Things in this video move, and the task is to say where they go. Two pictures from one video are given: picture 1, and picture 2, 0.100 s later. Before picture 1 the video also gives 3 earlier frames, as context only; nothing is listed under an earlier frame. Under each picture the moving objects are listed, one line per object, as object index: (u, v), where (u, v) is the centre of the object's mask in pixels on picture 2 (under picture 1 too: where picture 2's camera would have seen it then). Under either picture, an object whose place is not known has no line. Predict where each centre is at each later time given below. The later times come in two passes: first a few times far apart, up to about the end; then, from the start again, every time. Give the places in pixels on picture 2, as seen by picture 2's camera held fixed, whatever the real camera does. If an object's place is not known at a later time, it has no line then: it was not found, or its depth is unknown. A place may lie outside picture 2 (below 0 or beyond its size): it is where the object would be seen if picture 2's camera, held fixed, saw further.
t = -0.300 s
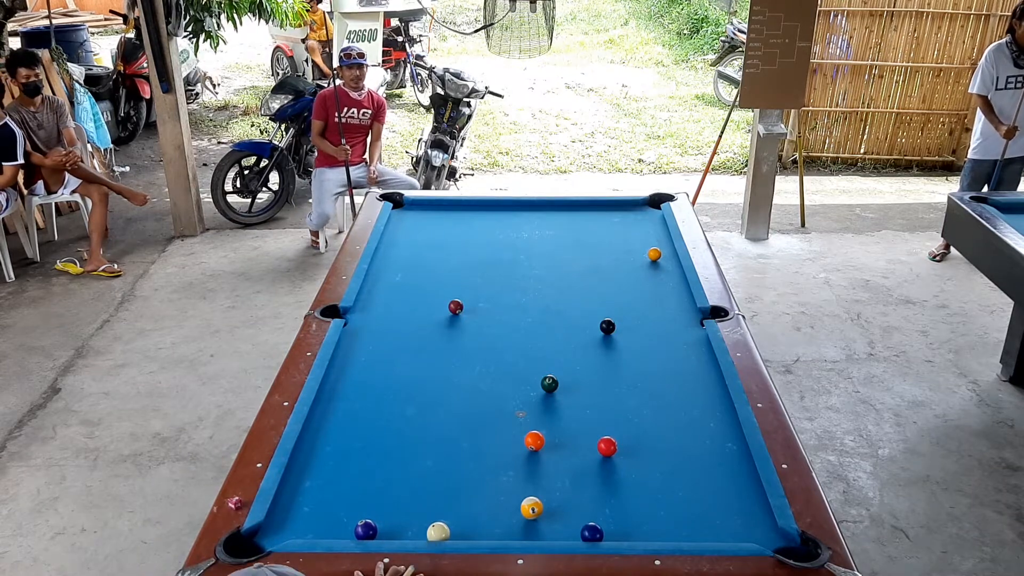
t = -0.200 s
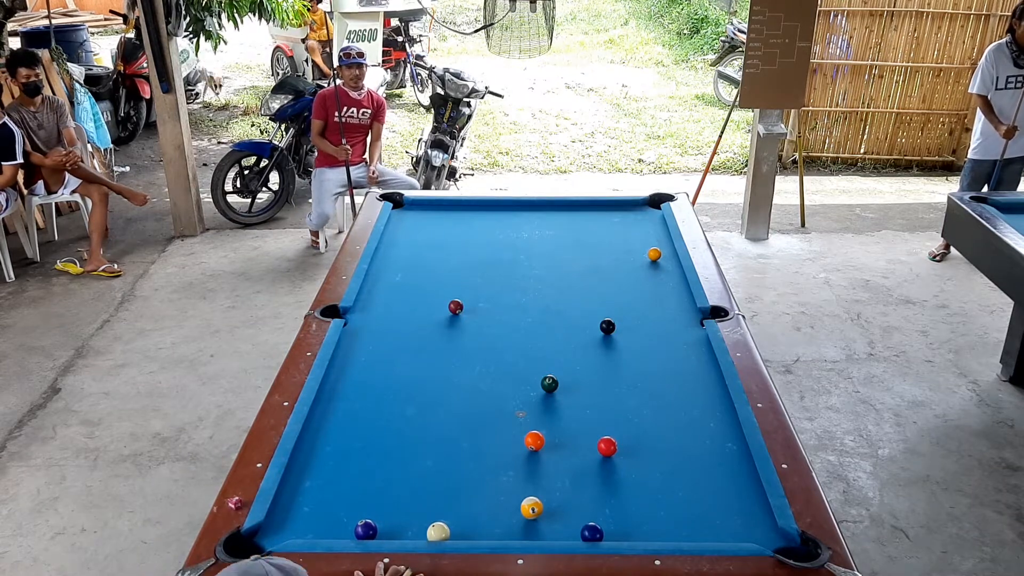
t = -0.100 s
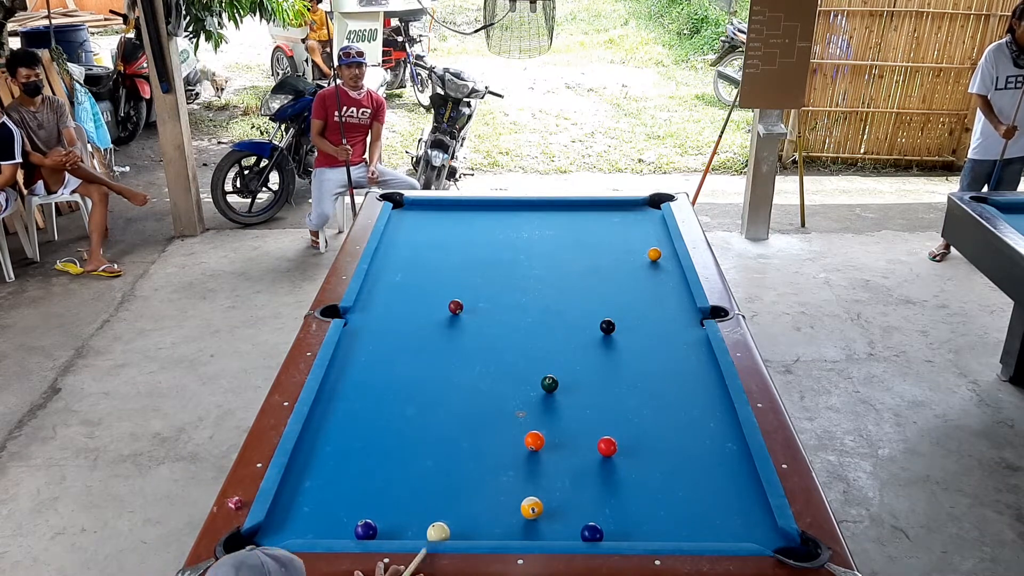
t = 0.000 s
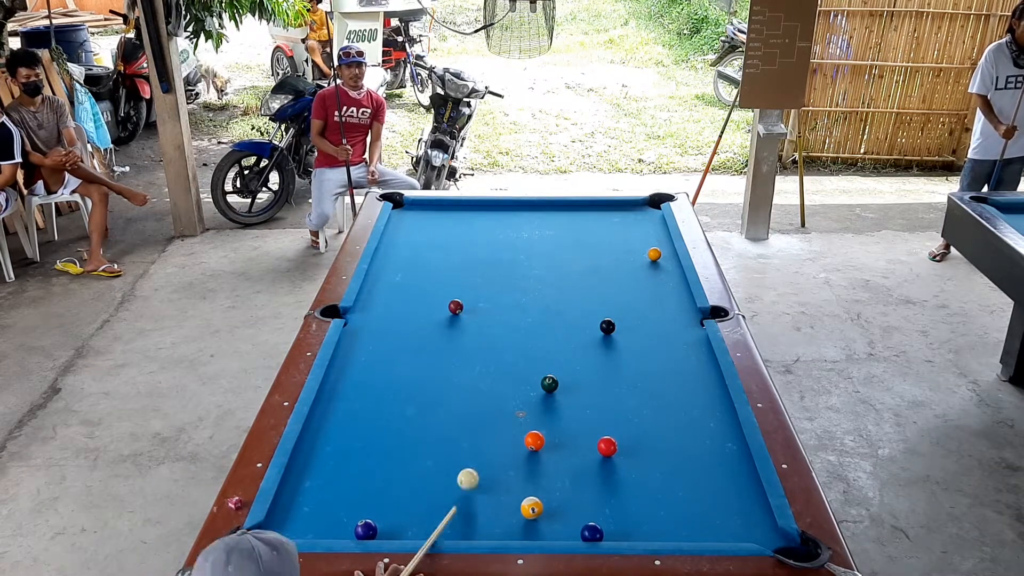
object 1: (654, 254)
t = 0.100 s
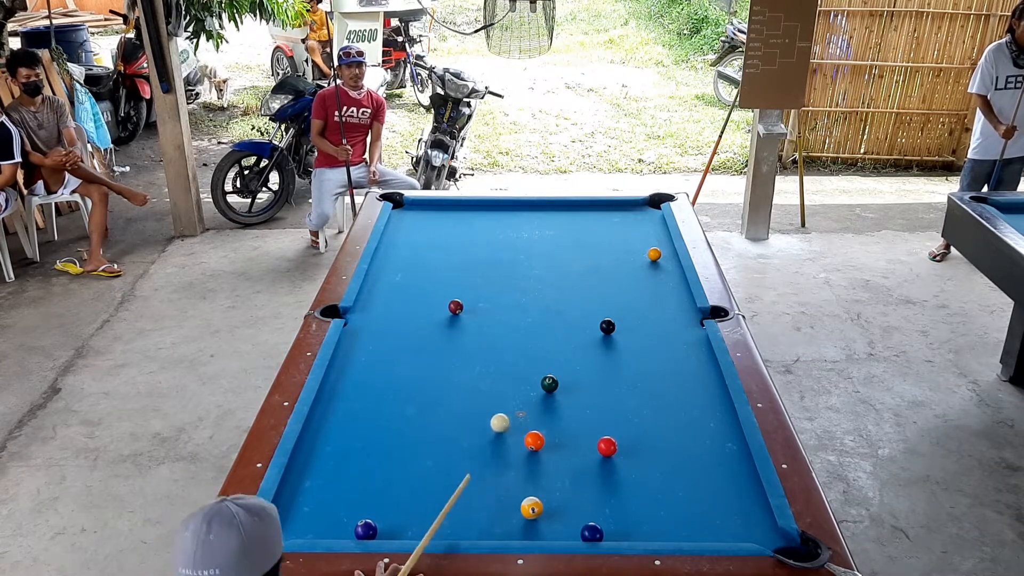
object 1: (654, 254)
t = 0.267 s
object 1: (654, 254)
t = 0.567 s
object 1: (654, 254)
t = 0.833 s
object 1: (654, 254)
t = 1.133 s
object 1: (654, 254)
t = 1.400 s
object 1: (645, 257)
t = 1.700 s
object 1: (618, 266)
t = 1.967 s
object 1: (596, 274)
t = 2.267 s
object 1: (571, 283)
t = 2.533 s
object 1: (549, 291)
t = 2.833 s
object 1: (525, 300)
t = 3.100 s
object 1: (505, 308)
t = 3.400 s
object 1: (482, 316)
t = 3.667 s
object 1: (463, 324)
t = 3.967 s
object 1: (443, 332)
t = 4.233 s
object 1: (427, 339)
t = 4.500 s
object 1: (411, 345)
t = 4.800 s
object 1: (392, 352)
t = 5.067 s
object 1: (383, 357)
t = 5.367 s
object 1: (372, 363)
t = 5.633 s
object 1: (362, 368)
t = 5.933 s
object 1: (354, 372)
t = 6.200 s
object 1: (348, 374)
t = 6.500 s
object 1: (343, 377)
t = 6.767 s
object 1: (340, 379)
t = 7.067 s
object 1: (337, 382)
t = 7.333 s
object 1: (336, 383)
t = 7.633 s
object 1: (336, 383)
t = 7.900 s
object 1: (336, 383)
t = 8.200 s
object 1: (336, 383)
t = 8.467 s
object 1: (336, 383)
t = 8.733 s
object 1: (336, 383)
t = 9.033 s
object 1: (336, 383)
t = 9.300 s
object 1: (336, 383)
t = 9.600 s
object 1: (336, 383)
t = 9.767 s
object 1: (339, 383)
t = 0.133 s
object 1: (654, 254)
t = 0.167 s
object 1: (654, 254)
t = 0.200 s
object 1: (654, 254)
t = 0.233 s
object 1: (654, 254)
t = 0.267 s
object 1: (654, 254)
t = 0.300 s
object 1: (654, 254)
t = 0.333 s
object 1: (654, 254)
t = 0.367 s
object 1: (654, 254)
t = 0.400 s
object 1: (654, 254)
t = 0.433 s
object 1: (654, 254)
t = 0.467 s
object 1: (654, 254)
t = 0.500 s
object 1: (654, 254)
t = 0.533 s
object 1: (654, 254)
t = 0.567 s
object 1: (654, 254)
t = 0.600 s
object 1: (654, 254)
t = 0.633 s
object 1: (654, 254)
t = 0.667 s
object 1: (654, 254)
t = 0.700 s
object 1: (654, 254)
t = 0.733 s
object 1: (654, 254)
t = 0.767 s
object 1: (654, 254)
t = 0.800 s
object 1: (654, 254)
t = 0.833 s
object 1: (654, 254)
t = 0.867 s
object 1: (654, 254)
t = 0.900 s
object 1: (654, 254)
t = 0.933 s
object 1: (654, 254)
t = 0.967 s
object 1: (654, 254)
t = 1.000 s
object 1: (654, 254)
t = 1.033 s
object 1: (654, 254)
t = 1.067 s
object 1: (654, 254)
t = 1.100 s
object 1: (654, 254)
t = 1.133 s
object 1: (654, 254)
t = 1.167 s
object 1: (654, 254)
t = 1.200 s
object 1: (654, 254)
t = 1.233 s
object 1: (654, 254)
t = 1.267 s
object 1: (654, 254)
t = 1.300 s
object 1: (653, 254)
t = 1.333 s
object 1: (651, 255)
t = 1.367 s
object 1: (648, 256)
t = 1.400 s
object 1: (645, 257)
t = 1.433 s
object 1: (641, 258)
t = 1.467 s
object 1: (639, 259)
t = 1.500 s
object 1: (636, 260)
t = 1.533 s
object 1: (633, 261)
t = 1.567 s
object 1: (630, 262)
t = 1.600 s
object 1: (627, 263)
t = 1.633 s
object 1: (624, 264)
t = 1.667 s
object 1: (622, 265)
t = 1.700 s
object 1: (618, 266)
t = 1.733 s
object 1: (616, 267)
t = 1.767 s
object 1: (613, 268)
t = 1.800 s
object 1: (610, 269)
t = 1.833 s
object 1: (607, 270)
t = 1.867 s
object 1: (604, 271)
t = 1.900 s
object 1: (602, 272)
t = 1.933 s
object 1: (599, 273)
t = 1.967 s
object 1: (596, 274)
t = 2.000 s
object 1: (593, 275)
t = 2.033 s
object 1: (590, 276)
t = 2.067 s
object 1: (588, 277)
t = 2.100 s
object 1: (585, 278)
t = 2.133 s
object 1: (582, 279)
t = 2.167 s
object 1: (579, 280)
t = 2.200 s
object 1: (577, 281)
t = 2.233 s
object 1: (574, 282)
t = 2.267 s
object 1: (571, 283)
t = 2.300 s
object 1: (568, 284)
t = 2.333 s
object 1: (565, 285)
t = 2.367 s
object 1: (563, 286)
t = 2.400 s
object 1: (560, 287)
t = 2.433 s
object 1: (557, 288)
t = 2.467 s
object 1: (555, 289)
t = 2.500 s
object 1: (552, 290)
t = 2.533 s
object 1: (549, 291)
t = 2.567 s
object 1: (546, 292)
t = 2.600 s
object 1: (544, 293)
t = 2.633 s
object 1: (541, 294)
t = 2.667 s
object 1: (538, 295)
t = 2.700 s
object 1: (536, 296)
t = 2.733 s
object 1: (533, 297)
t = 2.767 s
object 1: (530, 298)
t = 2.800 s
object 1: (528, 299)
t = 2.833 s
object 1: (525, 300)
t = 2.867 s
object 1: (523, 301)
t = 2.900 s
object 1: (520, 302)
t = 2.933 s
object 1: (517, 303)
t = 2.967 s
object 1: (515, 304)
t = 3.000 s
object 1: (512, 305)
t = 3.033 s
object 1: (510, 306)
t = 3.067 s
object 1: (507, 307)
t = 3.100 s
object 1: (505, 308)
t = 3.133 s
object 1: (502, 309)
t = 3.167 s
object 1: (500, 310)
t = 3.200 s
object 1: (497, 311)
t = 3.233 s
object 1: (495, 312)
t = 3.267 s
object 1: (492, 313)
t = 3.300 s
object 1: (490, 314)
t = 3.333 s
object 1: (487, 315)
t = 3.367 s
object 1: (485, 316)
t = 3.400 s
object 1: (482, 316)
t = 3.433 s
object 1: (480, 317)
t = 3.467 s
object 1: (477, 318)
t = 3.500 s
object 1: (475, 320)
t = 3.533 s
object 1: (473, 320)
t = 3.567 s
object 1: (470, 321)
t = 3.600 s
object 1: (468, 322)
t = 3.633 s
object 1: (466, 323)
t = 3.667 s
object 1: (463, 324)
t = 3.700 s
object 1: (461, 325)
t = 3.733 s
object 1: (459, 326)
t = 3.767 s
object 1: (456, 327)
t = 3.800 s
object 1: (454, 328)
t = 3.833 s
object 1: (452, 329)
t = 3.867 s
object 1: (450, 330)
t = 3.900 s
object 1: (448, 330)
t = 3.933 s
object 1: (445, 331)
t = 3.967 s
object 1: (443, 332)
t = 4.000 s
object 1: (441, 333)
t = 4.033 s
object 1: (439, 334)
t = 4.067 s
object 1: (437, 334)
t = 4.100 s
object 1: (435, 335)
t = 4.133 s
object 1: (433, 336)
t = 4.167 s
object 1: (431, 337)
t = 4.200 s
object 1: (429, 338)
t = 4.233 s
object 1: (427, 339)
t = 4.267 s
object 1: (425, 339)
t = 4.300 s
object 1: (423, 340)
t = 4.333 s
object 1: (421, 341)
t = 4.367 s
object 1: (419, 342)
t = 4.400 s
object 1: (417, 343)
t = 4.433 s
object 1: (415, 344)
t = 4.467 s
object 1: (413, 344)
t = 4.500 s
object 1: (411, 345)
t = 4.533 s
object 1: (410, 346)
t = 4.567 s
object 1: (410, 347)
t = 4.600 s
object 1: (410, 347)
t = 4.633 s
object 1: (410, 348)
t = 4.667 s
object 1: (397, 349)
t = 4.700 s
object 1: (396, 350)
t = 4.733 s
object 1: (394, 350)
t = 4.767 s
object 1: (393, 351)
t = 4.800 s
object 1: (392, 352)
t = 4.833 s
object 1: (390, 352)
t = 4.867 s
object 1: (389, 353)
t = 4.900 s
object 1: (388, 354)
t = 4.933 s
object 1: (387, 355)
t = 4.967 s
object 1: (386, 355)
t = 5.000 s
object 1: (386, 356)
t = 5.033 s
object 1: (384, 357)
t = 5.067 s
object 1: (383, 357)
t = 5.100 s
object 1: (382, 358)
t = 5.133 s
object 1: (381, 359)
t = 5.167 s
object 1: (379, 359)
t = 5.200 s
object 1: (378, 360)
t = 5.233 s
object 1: (377, 361)
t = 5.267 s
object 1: (375, 361)
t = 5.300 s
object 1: (374, 362)
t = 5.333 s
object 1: (373, 363)
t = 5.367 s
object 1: (372, 363)
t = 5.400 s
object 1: (370, 364)
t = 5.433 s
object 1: (369, 364)
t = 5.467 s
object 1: (368, 365)
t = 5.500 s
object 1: (366, 365)
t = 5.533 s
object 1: (365, 366)
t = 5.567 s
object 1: (364, 366)
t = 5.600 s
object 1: (363, 367)
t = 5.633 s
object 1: (362, 368)
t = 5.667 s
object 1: (361, 368)
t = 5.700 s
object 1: (360, 368)
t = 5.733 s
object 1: (359, 369)
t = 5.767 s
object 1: (358, 369)
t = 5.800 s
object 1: (357, 370)
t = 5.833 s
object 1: (356, 370)
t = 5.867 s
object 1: (355, 370)
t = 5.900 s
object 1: (355, 371)
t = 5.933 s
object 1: (354, 372)
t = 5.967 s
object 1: (353, 372)
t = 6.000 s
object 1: (352, 372)
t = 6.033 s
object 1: (351, 373)
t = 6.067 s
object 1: (350, 373)
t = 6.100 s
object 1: (350, 373)
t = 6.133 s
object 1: (349, 374)
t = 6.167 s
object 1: (348, 374)
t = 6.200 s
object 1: (348, 374)
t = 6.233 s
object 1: (347, 375)
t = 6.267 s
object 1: (346, 375)
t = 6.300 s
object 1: (346, 375)
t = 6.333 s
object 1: (345, 376)
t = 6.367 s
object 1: (345, 376)
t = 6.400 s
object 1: (344, 376)
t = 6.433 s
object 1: (344, 376)
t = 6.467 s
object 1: (343, 377)
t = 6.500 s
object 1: (343, 377)
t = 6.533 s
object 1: (342, 377)
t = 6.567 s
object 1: (342, 377)
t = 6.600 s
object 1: (341, 378)
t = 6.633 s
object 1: (341, 378)
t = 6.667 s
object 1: (341, 379)
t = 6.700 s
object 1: (340, 379)
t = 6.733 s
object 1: (340, 379)
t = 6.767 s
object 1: (340, 379)
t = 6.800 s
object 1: (339, 380)
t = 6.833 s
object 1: (339, 380)
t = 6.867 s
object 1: (339, 380)
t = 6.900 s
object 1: (338, 381)
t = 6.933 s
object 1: (338, 381)
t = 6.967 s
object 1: (338, 381)
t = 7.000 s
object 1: (337, 381)
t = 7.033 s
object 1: (337, 381)
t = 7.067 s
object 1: (337, 382)
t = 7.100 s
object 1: (337, 382)
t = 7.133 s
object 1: (337, 382)
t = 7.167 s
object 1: (337, 382)
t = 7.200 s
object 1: (337, 382)
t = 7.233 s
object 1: (336, 382)
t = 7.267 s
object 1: (336, 382)
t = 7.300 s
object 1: (336, 383)
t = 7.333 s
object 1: (336, 383)
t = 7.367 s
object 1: (336, 383)
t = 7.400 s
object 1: (336, 383)
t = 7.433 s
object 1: (336, 383)
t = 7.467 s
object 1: (336, 383)
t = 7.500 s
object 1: (336, 383)
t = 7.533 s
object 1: (336, 383)
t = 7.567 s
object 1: (336, 383)
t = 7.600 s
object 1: (336, 383)
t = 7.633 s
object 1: (336, 383)
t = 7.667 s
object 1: (336, 383)
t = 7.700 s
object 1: (336, 383)
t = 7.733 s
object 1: (336, 383)
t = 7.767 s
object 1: (336, 383)
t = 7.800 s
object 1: (336, 383)
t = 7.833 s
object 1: (336, 383)
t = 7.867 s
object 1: (336, 383)
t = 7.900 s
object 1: (336, 383)
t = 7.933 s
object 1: (336, 383)
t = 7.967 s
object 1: (336, 383)
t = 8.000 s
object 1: (336, 383)
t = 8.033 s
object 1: (336, 383)
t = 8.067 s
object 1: (336, 383)
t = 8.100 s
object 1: (336, 383)
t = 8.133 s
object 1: (336, 383)
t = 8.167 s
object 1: (336, 383)
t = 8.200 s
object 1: (336, 383)
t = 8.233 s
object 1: (336, 383)
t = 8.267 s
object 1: (336, 383)
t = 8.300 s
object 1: (336, 383)
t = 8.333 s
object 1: (336, 383)
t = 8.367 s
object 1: (336, 383)
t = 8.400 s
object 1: (336, 383)
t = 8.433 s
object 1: (336, 383)
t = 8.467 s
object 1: (336, 383)
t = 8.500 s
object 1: (336, 383)
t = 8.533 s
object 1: (336, 383)
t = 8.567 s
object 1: (336, 383)
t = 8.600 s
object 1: (336, 383)
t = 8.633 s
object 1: (336, 383)
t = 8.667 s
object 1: (336, 383)
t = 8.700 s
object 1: (336, 383)
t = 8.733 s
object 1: (336, 383)
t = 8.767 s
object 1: (336, 383)
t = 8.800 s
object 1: (336, 383)
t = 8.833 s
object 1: (336, 383)
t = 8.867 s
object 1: (336, 383)
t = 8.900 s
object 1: (336, 383)
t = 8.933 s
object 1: (336, 383)
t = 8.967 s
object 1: (336, 383)
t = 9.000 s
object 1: (336, 383)
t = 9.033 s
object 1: (336, 383)
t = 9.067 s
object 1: (336, 383)
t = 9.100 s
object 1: (336, 383)
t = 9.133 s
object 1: (336, 383)
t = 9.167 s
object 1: (336, 383)
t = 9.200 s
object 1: (336, 383)
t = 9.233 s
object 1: (336, 383)
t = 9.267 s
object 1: (336, 383)
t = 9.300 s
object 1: (336, 383)
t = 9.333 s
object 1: (336, 383)
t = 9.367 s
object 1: (336, 383)
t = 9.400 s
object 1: (336, 383)
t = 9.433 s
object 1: (336, 383)
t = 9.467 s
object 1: (336, 383)
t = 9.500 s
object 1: (336, 383)
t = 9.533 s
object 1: (336, 383)
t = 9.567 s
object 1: (336, 383)
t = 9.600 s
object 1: (336, 383)
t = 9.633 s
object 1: (336, 383)
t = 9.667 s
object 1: (336, 383)
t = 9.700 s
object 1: (336, 383)
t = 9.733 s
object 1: (336, 383)
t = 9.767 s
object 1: (339, 383)
